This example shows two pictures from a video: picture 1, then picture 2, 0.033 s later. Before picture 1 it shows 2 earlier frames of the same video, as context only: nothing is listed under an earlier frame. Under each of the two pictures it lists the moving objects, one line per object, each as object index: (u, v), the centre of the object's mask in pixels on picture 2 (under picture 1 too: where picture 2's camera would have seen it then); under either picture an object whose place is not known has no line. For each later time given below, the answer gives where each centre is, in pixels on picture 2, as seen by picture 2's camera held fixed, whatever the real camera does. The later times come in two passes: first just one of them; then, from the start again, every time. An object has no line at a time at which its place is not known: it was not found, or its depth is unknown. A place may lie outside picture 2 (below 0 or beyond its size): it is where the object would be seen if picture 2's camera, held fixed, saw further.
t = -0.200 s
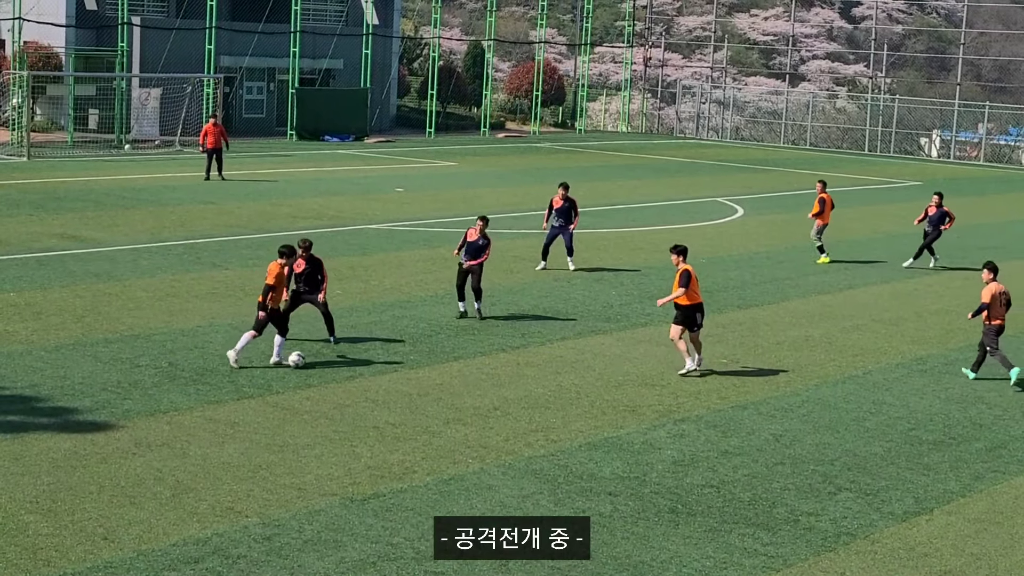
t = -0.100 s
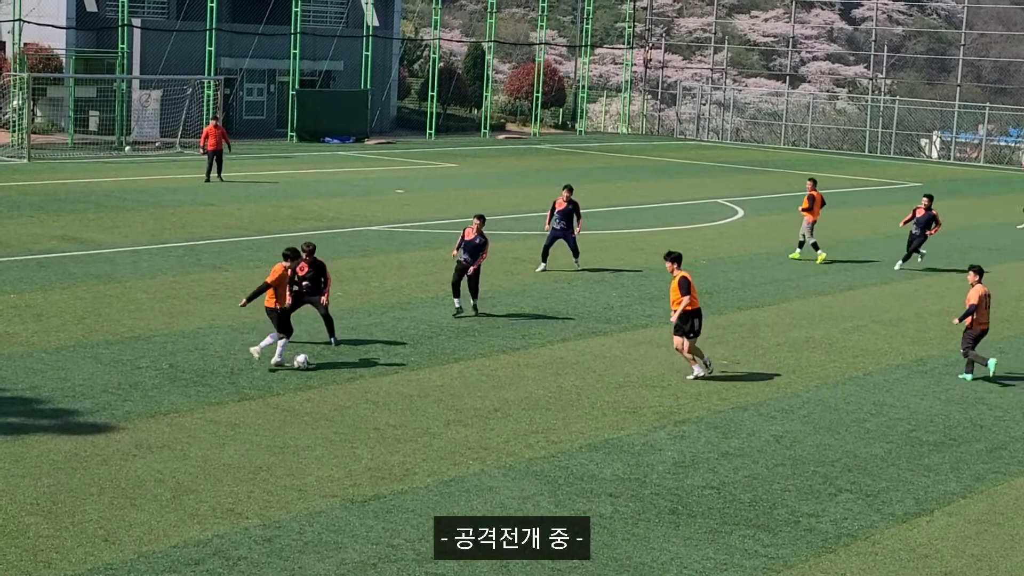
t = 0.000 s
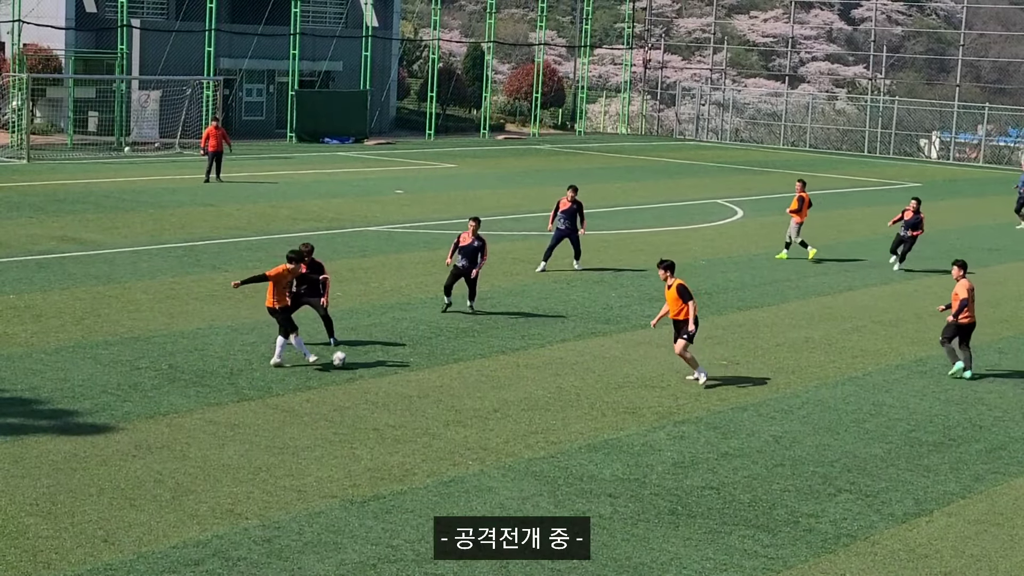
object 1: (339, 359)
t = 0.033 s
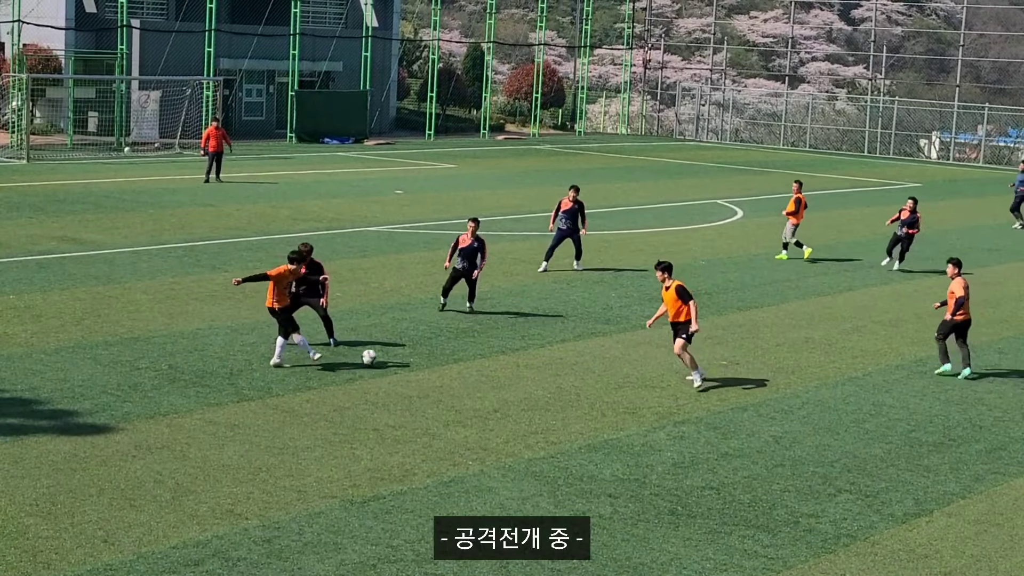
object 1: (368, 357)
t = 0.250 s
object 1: (541, 351)
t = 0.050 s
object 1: (383, 357)
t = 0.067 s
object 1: (398, 355)
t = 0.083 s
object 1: (412, 355)
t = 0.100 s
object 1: (426, 355)
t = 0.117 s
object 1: (440, 356)
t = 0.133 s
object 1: (454, 356)
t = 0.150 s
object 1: (467, 355)
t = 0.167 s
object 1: (480, 353)
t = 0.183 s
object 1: (492, 353)
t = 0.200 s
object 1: (505, 352)
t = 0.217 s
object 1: (517, 352)
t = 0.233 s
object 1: (529, 351)
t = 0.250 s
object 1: (541, 351)
